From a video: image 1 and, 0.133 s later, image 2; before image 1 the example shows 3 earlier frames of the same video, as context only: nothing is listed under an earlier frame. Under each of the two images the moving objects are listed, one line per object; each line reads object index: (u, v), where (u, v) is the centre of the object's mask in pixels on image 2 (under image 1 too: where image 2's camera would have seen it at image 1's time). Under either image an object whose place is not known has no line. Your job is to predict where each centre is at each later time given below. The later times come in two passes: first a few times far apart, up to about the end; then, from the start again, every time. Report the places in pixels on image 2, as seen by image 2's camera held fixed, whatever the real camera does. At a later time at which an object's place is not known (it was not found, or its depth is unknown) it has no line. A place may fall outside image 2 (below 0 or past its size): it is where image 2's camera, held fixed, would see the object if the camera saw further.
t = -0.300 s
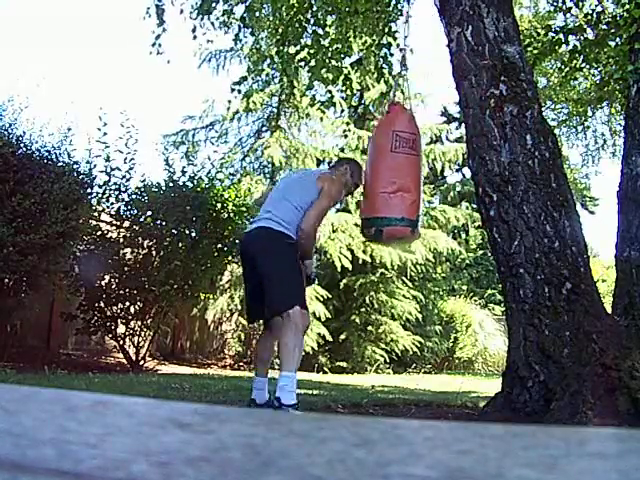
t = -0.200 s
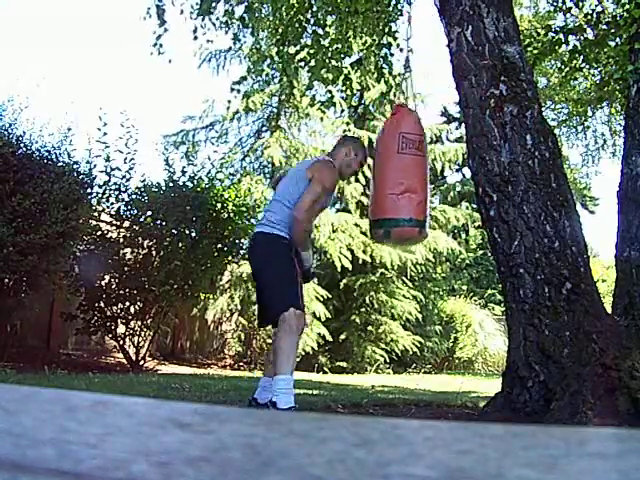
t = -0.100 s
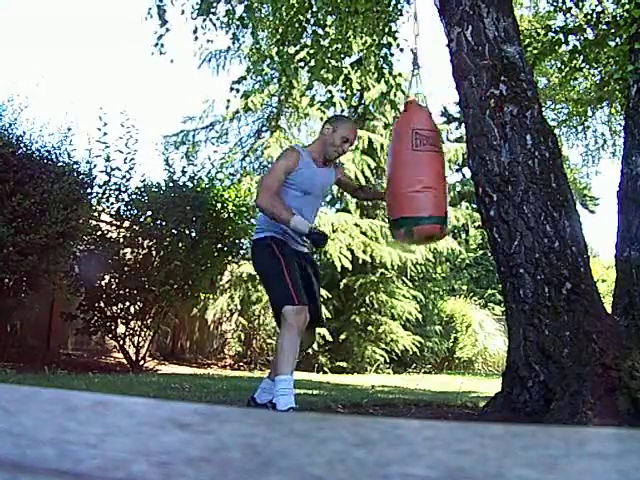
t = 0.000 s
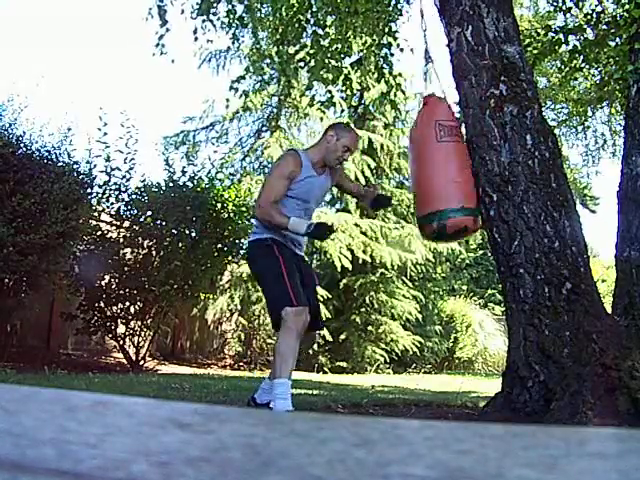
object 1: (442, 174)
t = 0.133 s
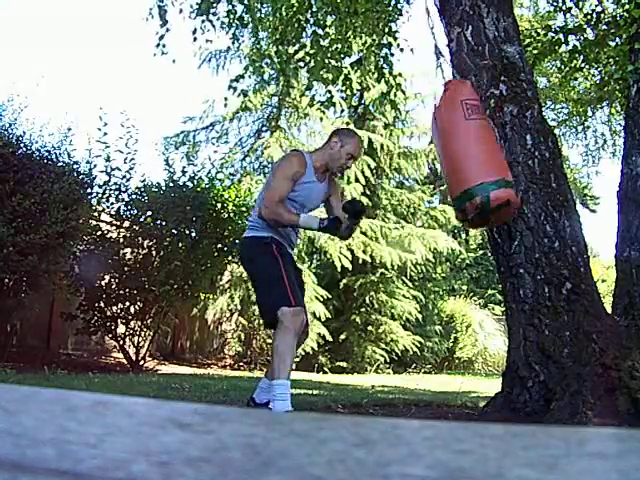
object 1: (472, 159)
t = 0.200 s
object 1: (486, 149)
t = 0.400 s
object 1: (509, 123)
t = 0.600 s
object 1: (506, 115)
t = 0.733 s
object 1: (489, 122)
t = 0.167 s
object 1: (479, 154)
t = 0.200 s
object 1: (486, 149)
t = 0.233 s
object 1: (491, 145)
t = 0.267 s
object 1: (496, 138)
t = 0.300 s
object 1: (500, 133)
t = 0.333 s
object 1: (504, 129)
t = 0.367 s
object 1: (507, 126)
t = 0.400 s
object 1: (509, 123)
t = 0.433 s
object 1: (510, 121)
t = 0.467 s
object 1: (511, 119)
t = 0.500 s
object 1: (511, 117)
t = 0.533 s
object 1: (510, 116)
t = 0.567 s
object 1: (509, 115)
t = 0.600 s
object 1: (506, 115)
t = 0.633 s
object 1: (503, 116)
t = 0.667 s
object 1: (499, 117)
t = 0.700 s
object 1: (494, 120)
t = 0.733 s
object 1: (489, 122)
